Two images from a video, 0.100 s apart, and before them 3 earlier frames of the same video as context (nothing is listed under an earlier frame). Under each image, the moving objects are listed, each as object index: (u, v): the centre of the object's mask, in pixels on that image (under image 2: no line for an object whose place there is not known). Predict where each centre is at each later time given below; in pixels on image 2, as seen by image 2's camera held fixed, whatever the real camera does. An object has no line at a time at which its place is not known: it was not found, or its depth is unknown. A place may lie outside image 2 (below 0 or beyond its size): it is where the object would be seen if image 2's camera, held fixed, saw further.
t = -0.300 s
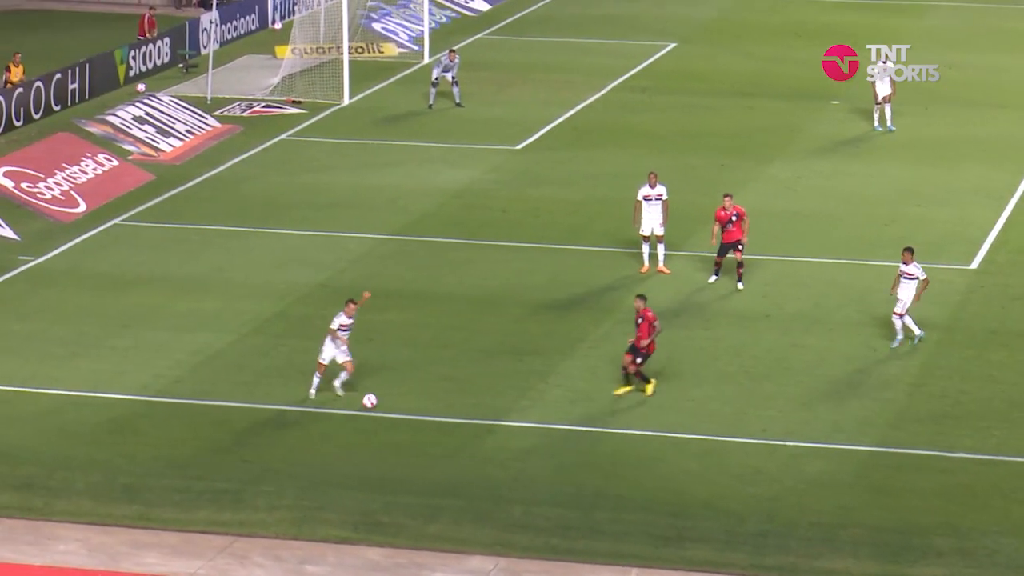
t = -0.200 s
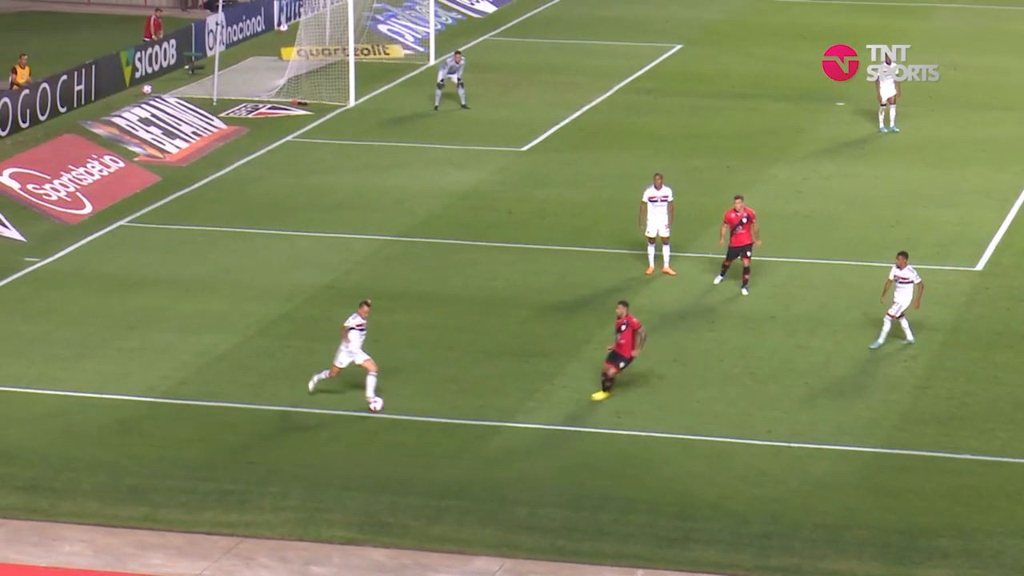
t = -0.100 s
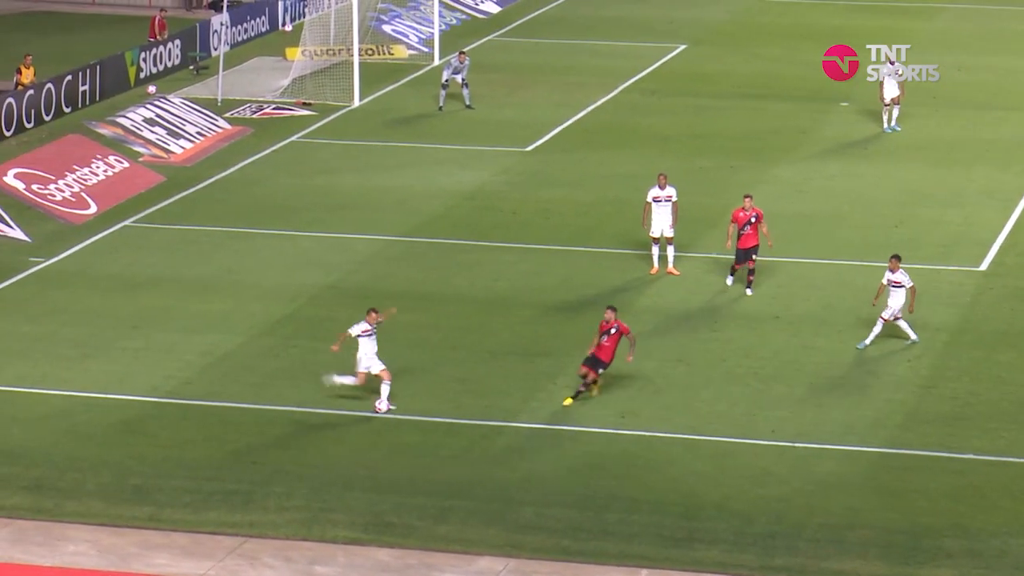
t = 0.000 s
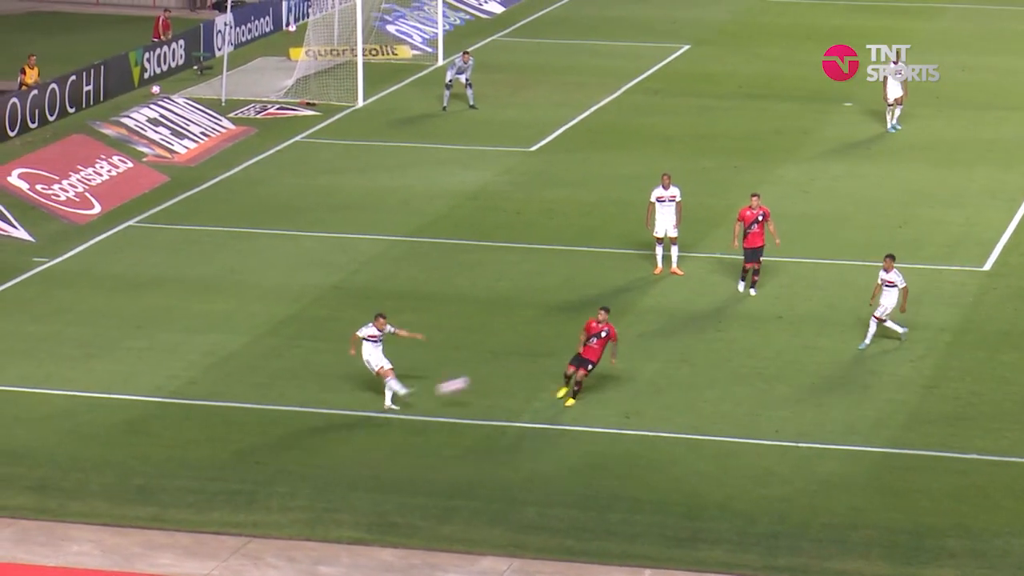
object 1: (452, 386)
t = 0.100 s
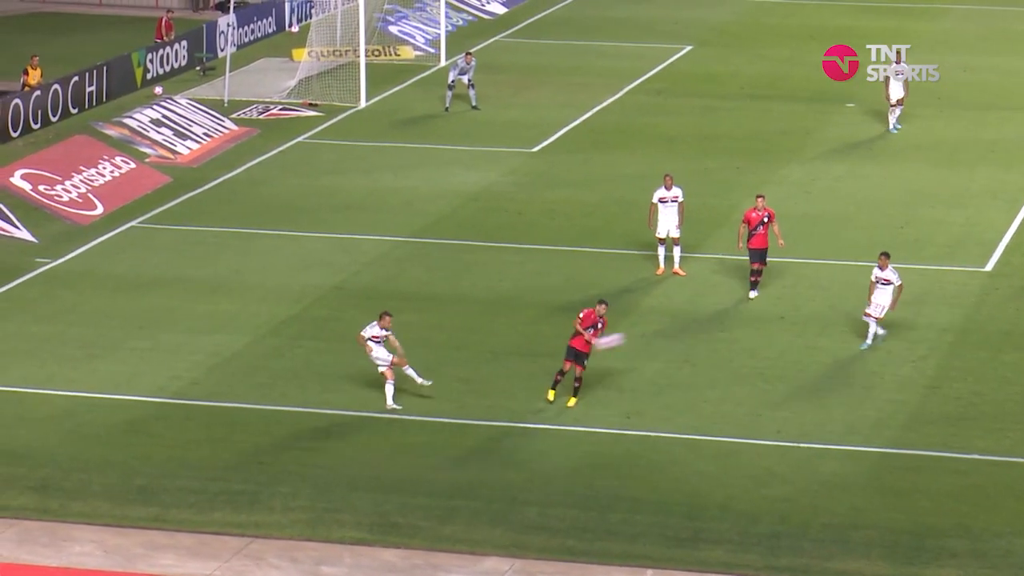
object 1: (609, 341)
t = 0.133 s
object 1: (658, 328)
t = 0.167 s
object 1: (707, 315)
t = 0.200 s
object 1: (756, 303)
